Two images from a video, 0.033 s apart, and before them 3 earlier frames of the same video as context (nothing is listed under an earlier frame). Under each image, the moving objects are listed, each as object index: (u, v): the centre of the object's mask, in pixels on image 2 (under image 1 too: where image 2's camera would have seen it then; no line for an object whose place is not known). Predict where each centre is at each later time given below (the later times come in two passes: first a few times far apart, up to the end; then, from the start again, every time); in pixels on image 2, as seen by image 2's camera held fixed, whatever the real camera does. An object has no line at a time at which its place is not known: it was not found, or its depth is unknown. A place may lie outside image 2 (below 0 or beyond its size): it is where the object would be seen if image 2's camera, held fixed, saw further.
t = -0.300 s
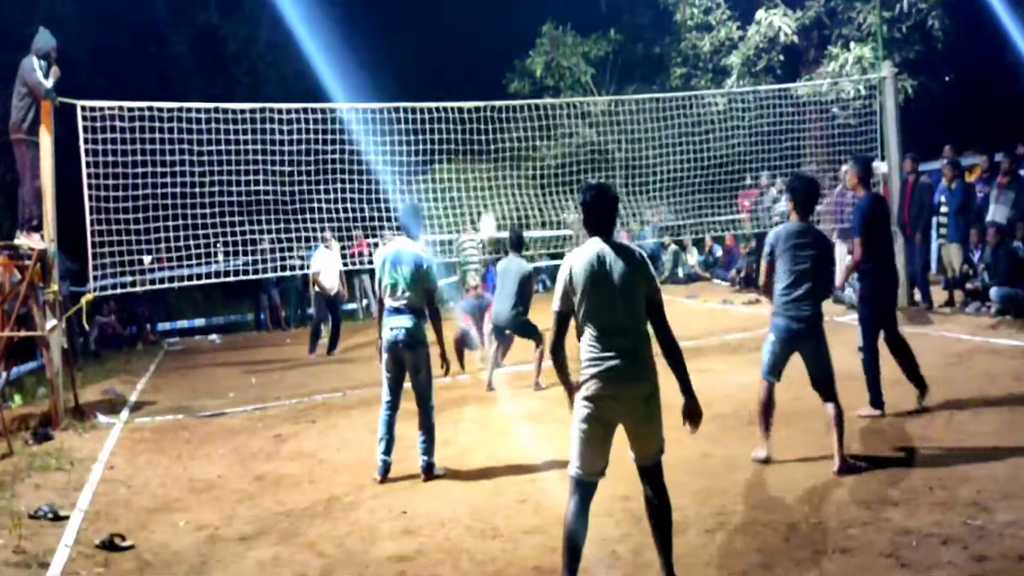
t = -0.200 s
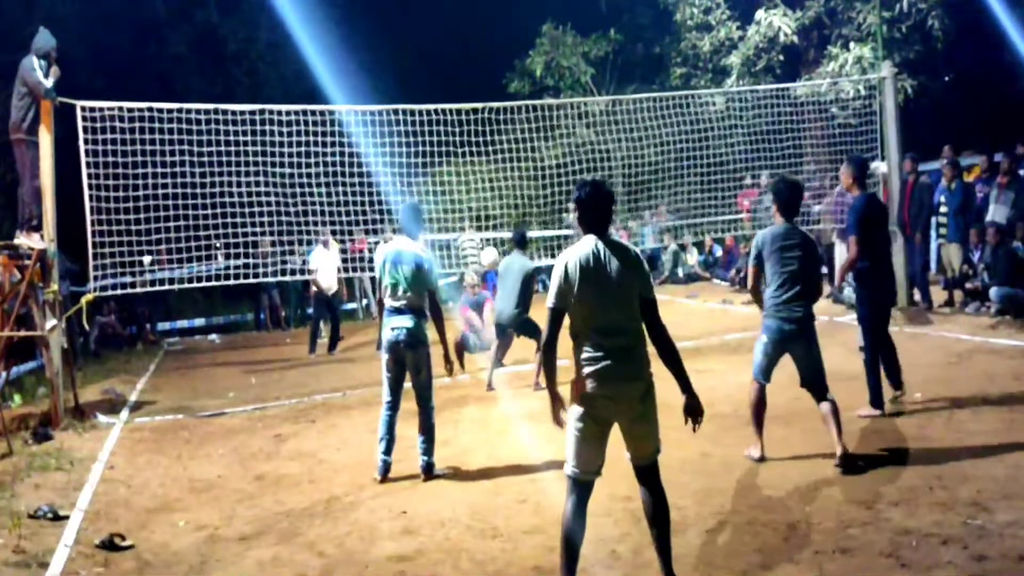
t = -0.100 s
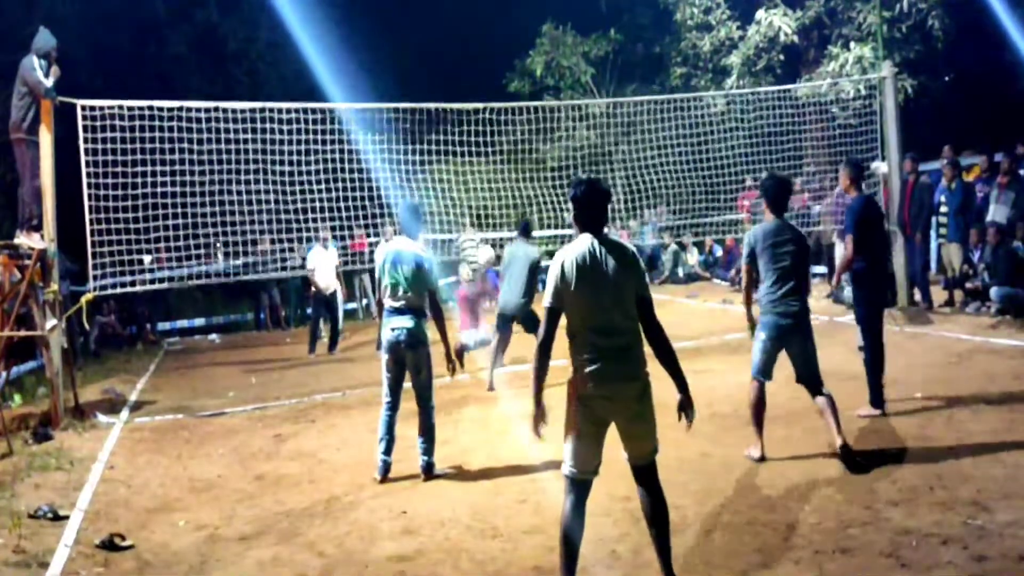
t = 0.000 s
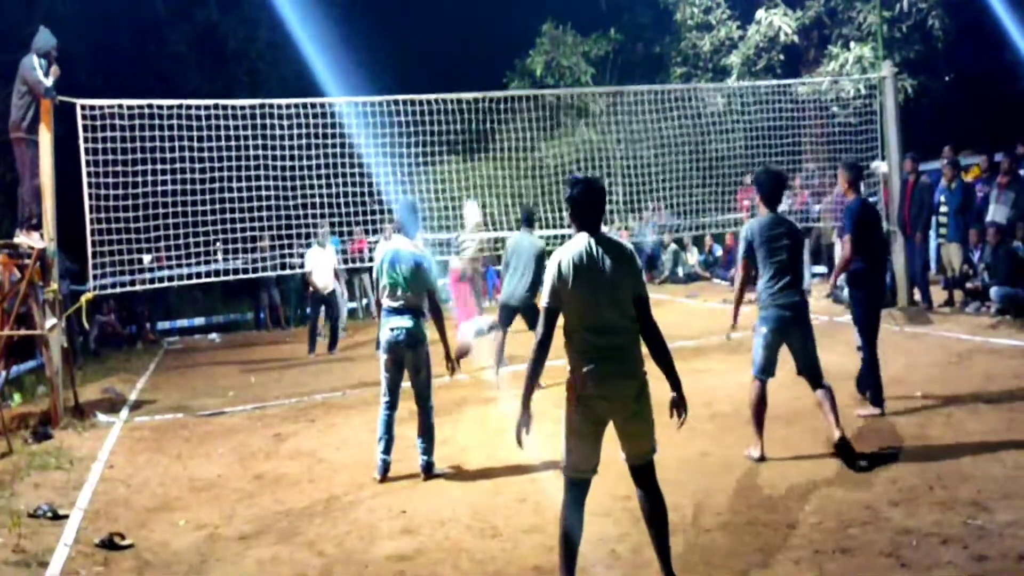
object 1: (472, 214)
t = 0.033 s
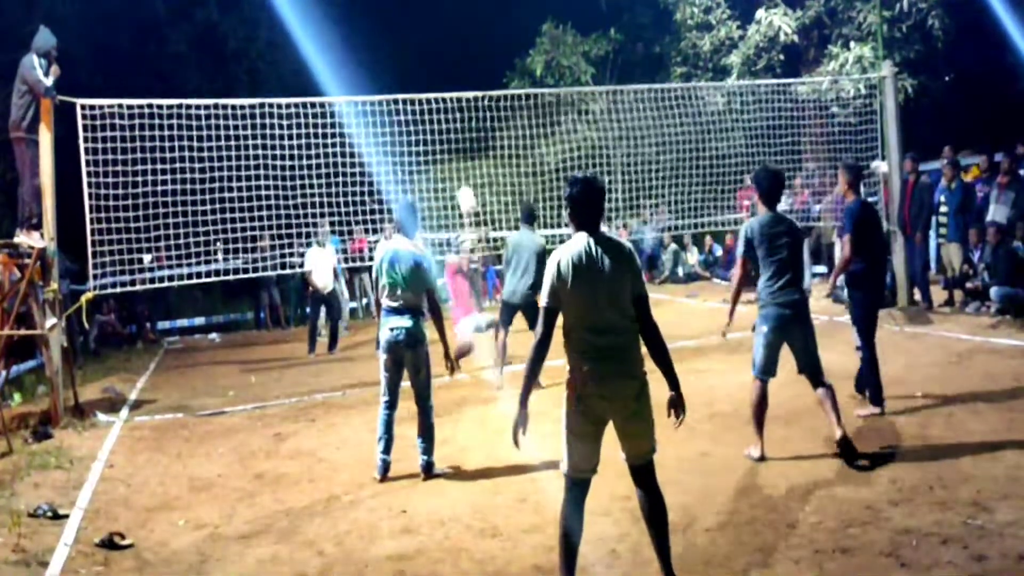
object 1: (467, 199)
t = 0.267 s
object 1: (439, 135)
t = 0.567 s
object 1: (415, 129)
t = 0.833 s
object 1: (403, 177)
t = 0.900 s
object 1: (400, 194)
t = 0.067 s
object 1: (461, 186)
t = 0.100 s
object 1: (457, 175)
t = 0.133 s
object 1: (452, 165)
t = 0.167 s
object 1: (449, 155)
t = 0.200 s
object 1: (445, 147)
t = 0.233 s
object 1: (442, 141)
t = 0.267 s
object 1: (439, 135)
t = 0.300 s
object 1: (435, 130)
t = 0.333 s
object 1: (432, 127)
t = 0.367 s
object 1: (430, 125)
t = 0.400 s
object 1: (427, 123)
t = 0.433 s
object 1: (424, 122)
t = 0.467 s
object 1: (422, 123)
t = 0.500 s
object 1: (419, 124)
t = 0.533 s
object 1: (417, 126)
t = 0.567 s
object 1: (415, 129)
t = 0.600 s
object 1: (413, 132)
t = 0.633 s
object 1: (411, 137)
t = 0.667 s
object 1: (409, 141)
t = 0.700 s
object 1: (408, 147)
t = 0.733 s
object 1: (407, 154)
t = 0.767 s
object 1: (406, 161)
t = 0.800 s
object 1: (403, 168)
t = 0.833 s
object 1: (403, 177)
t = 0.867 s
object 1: (401, 184)
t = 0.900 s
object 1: (400, 194)
